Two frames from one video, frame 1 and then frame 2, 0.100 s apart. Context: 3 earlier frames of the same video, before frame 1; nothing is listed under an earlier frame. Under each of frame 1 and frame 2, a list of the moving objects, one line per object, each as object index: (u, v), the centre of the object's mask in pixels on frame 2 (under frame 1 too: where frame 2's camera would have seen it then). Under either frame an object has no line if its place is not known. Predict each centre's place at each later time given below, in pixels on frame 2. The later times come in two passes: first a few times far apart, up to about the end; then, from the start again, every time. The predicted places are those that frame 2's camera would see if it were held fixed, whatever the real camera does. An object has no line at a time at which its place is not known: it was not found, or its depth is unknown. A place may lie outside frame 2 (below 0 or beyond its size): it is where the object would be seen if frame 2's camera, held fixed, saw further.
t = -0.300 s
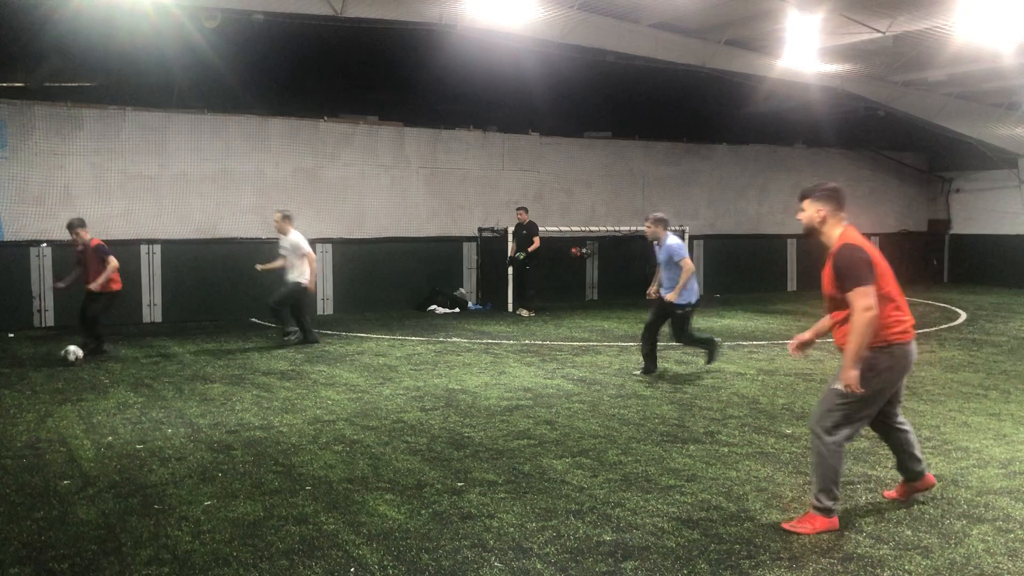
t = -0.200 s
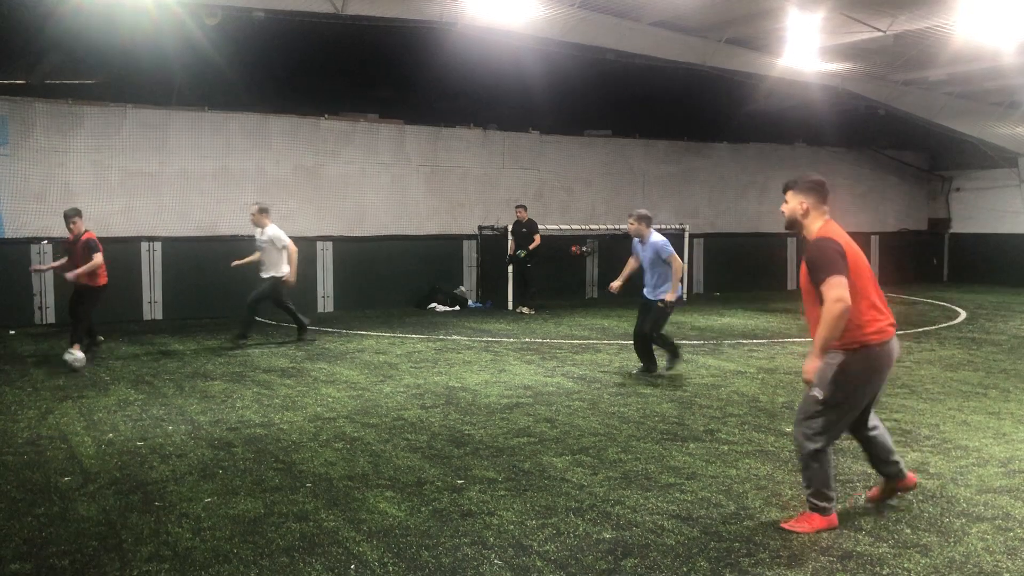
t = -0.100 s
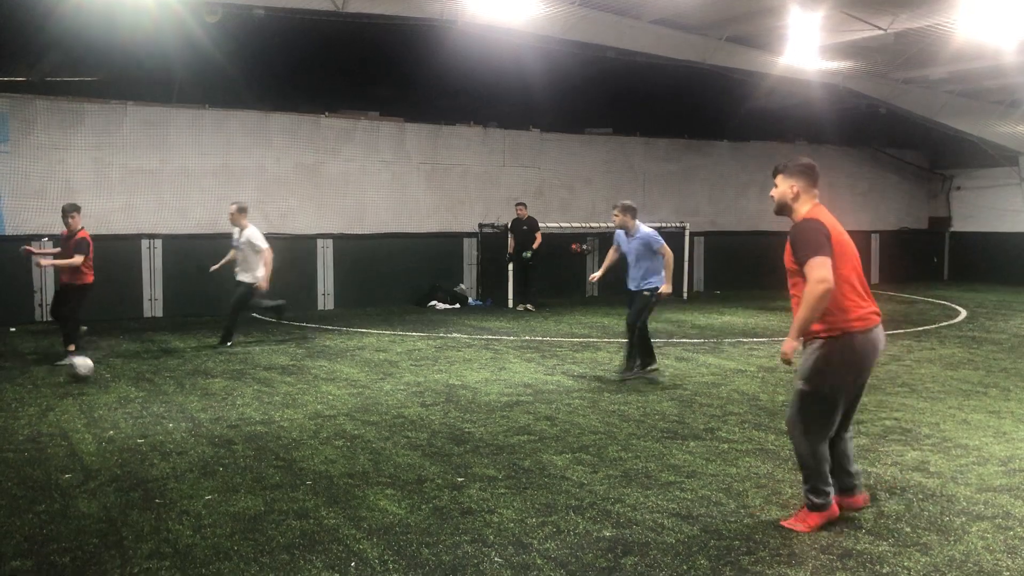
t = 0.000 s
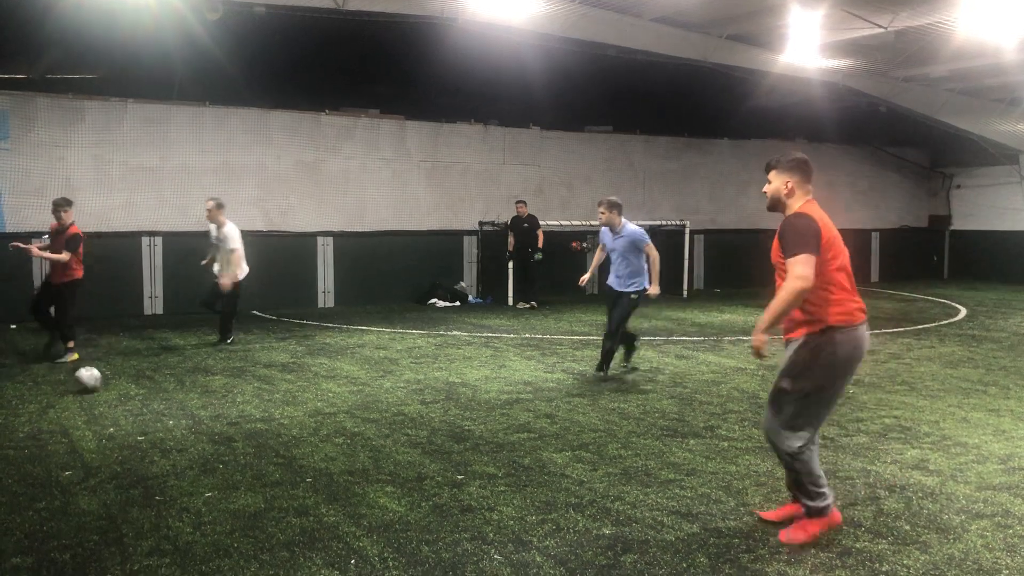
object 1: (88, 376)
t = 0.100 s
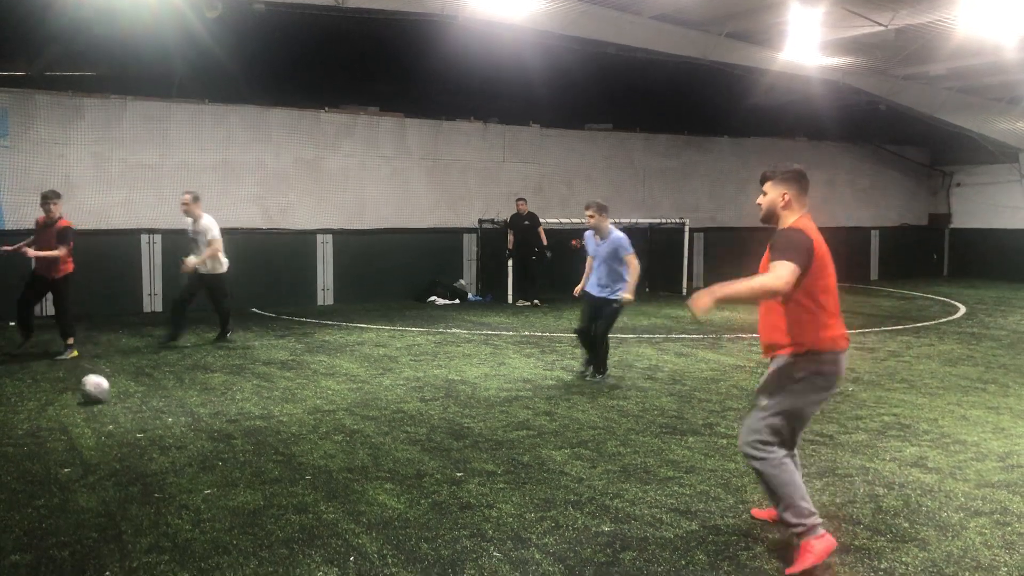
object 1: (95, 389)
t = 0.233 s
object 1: (104, 407)
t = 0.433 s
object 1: (122, 435)
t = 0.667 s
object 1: (153, 475)
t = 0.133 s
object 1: (97, 393)
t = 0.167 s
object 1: (99, 397)
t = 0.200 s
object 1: (102, 402)
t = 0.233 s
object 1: (104, 407)
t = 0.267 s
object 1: (106, 411)
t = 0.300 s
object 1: (109, 413)
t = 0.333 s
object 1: (113, 418)
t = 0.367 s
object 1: (117, 424)
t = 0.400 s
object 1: (119, 430)
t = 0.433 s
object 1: (122, 435)
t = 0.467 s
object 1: (127, 439)
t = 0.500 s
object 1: (129, 445)
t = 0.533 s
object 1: (134, 451)
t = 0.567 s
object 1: (138, 456)
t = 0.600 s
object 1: (142, 463)
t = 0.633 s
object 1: (146, 470)
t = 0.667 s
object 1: (153, 475)
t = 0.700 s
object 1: (156, 485)
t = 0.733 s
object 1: (162, 492)
